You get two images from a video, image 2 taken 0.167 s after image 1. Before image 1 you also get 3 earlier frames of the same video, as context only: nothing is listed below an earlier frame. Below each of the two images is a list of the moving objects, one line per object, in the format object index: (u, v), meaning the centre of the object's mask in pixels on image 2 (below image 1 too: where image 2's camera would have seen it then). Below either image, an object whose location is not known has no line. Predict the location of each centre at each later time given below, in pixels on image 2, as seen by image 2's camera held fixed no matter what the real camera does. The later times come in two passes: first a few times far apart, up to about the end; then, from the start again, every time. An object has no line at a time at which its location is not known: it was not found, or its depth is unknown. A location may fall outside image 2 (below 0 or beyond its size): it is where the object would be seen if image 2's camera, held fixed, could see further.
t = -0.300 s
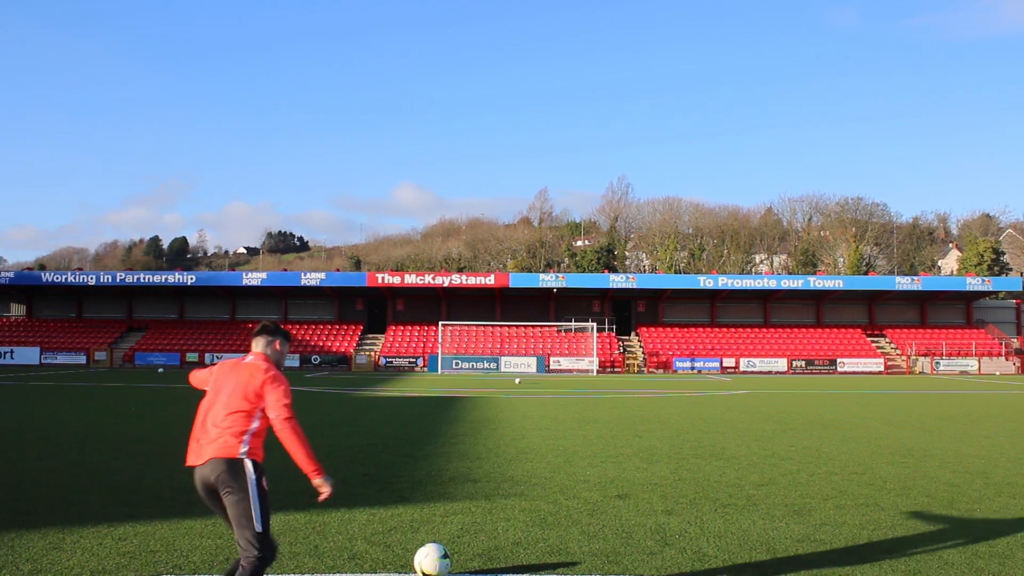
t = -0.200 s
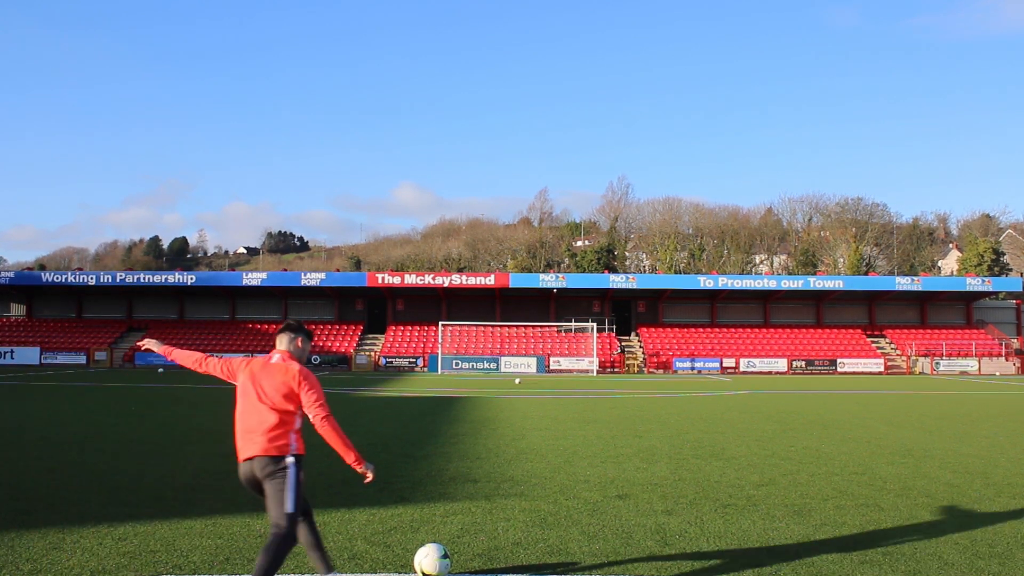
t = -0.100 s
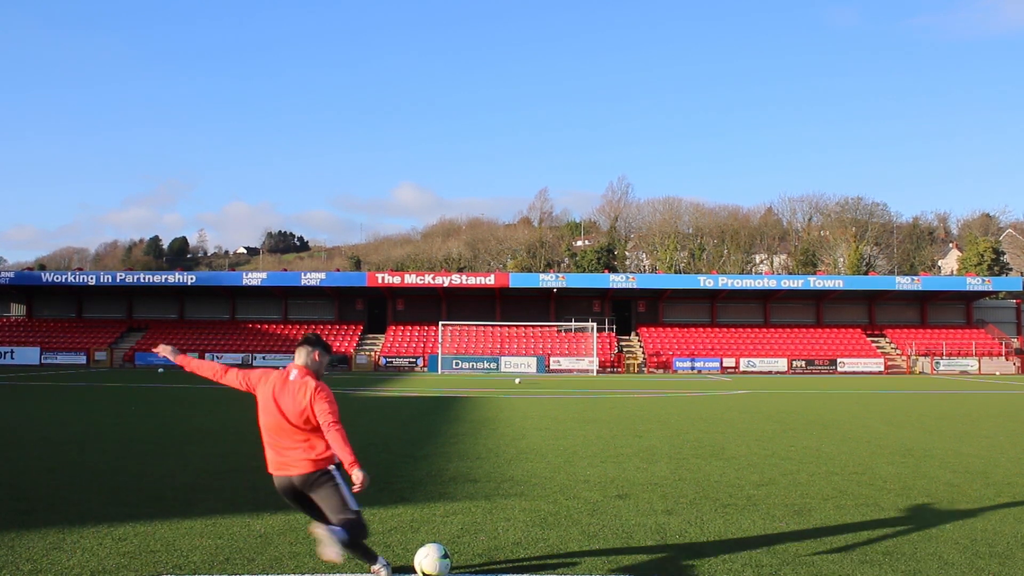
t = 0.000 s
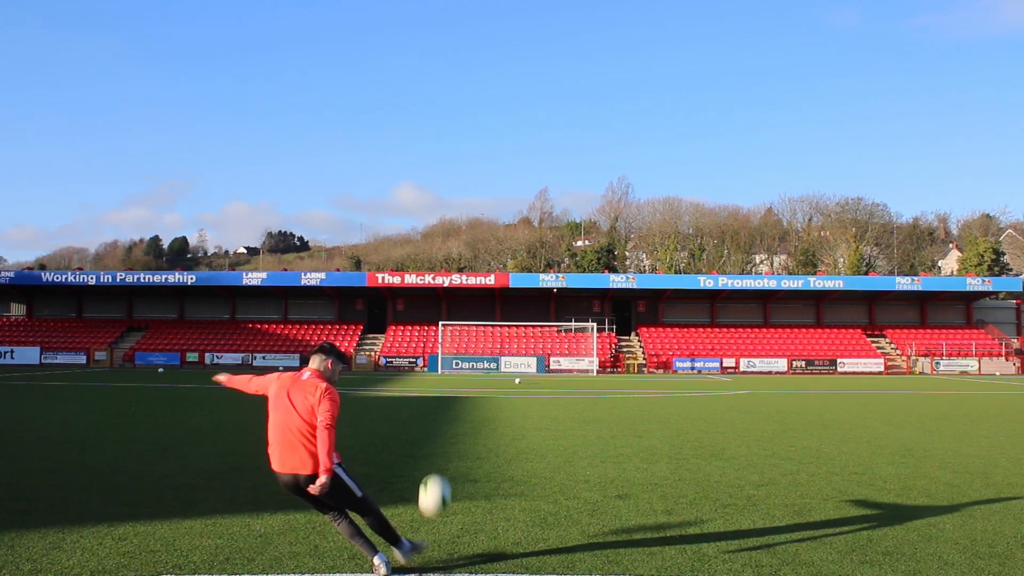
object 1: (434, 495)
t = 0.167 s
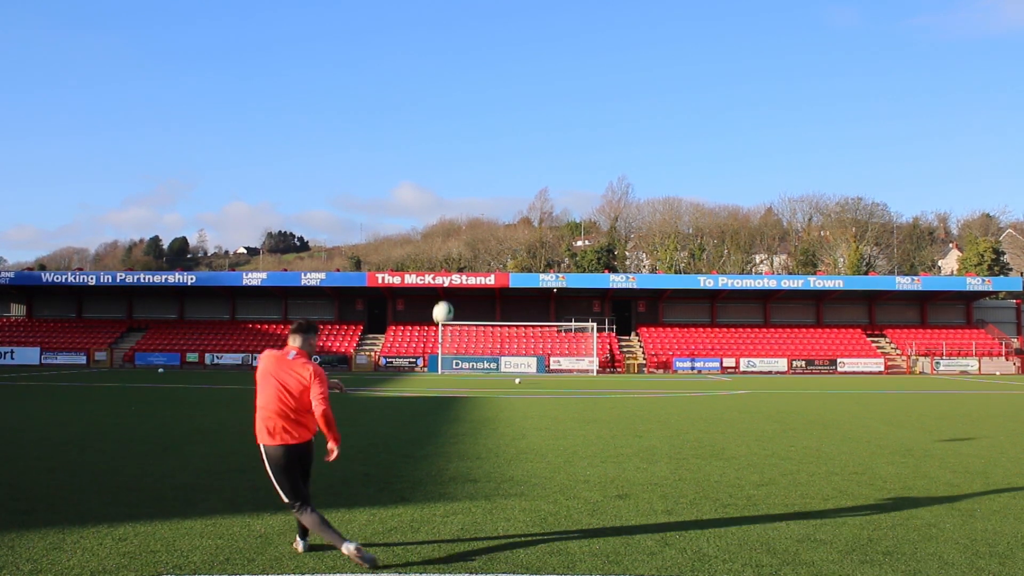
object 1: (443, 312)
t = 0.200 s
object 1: (444, 293)
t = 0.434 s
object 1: (454, 207)
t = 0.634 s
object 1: (463, 173)
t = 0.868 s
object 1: (473, 158)
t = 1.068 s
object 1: (480, 156)
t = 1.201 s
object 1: (484, 157)
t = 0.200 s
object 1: (444, 293)
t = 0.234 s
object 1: (445, 275)
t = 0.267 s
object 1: (448, 260)
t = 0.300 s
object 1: (449, 246)
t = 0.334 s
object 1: (450, 234)
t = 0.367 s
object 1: (451, 224)
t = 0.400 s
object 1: (453, 215)
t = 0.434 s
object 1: (454, 207)
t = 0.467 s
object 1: (456, 199)
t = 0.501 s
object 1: (457, 193)
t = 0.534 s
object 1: (458, 187)
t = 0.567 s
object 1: (460, 182)
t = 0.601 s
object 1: (461, 177)
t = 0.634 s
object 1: (463, 173)
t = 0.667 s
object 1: (464, 170)
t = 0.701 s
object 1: (465, 167)
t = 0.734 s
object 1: (467, 165)
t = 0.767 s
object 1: (468, 162)
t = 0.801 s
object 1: (470, 161)
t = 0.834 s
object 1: (471, 159)
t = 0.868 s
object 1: (473, 158)
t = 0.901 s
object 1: (474, 157)
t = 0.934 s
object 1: (475, 157)
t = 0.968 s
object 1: (476, 156)
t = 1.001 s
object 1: (478, 156)
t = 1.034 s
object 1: (479, 156)
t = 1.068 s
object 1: (480, 156)
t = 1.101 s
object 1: (481, 156)
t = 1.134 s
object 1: (482, 156)
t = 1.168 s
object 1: (483, 157)
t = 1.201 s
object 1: (484, 157)
